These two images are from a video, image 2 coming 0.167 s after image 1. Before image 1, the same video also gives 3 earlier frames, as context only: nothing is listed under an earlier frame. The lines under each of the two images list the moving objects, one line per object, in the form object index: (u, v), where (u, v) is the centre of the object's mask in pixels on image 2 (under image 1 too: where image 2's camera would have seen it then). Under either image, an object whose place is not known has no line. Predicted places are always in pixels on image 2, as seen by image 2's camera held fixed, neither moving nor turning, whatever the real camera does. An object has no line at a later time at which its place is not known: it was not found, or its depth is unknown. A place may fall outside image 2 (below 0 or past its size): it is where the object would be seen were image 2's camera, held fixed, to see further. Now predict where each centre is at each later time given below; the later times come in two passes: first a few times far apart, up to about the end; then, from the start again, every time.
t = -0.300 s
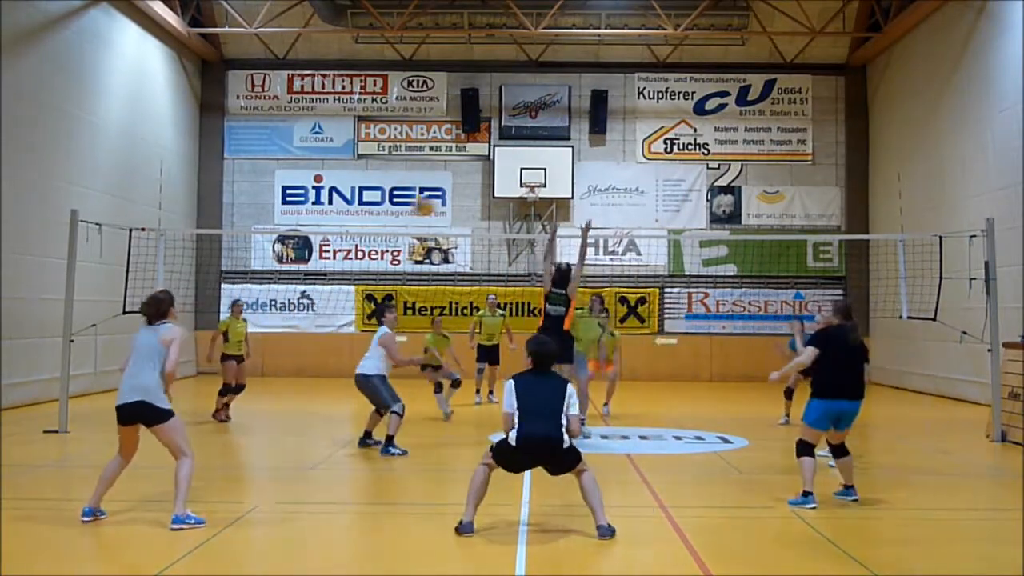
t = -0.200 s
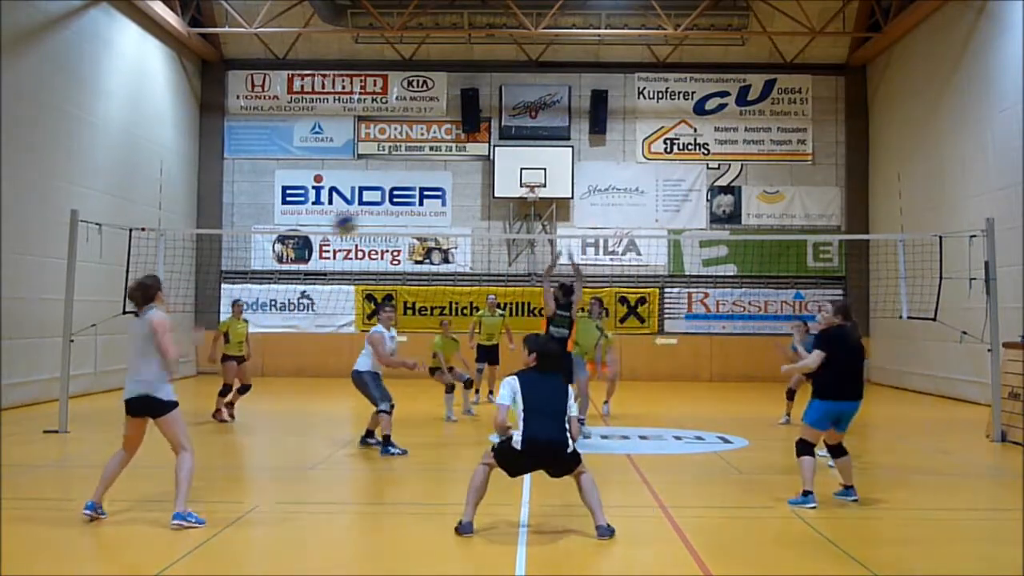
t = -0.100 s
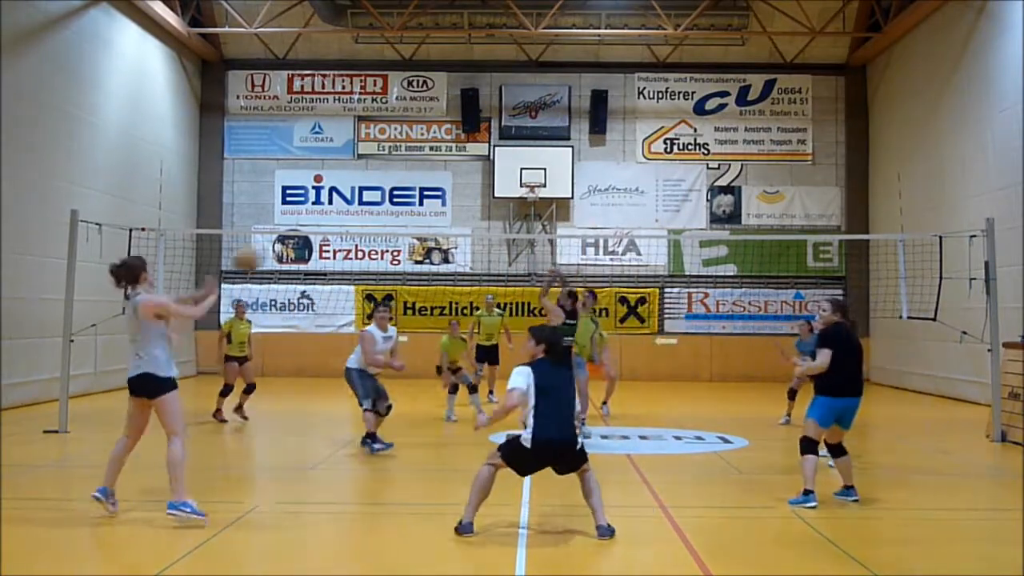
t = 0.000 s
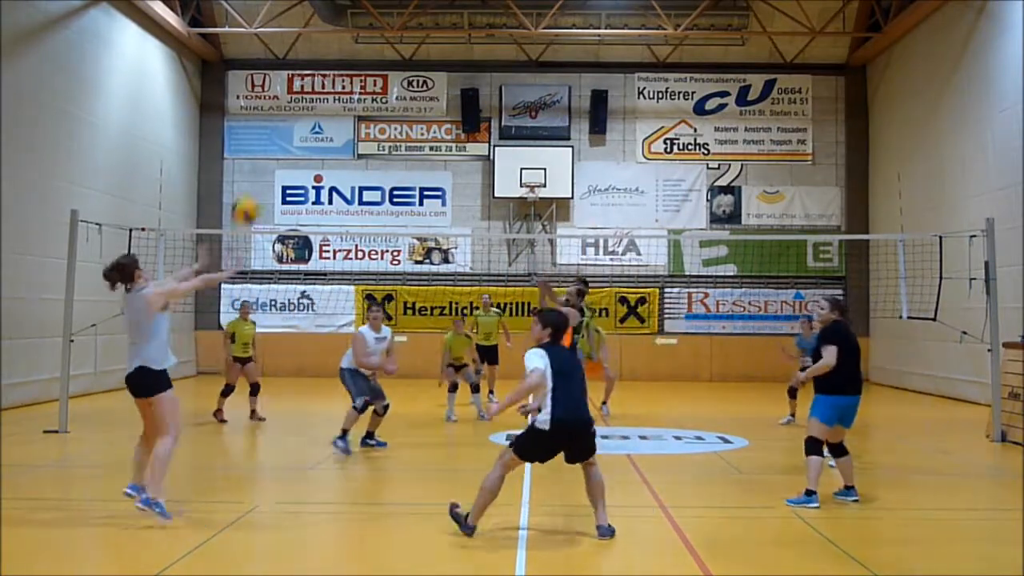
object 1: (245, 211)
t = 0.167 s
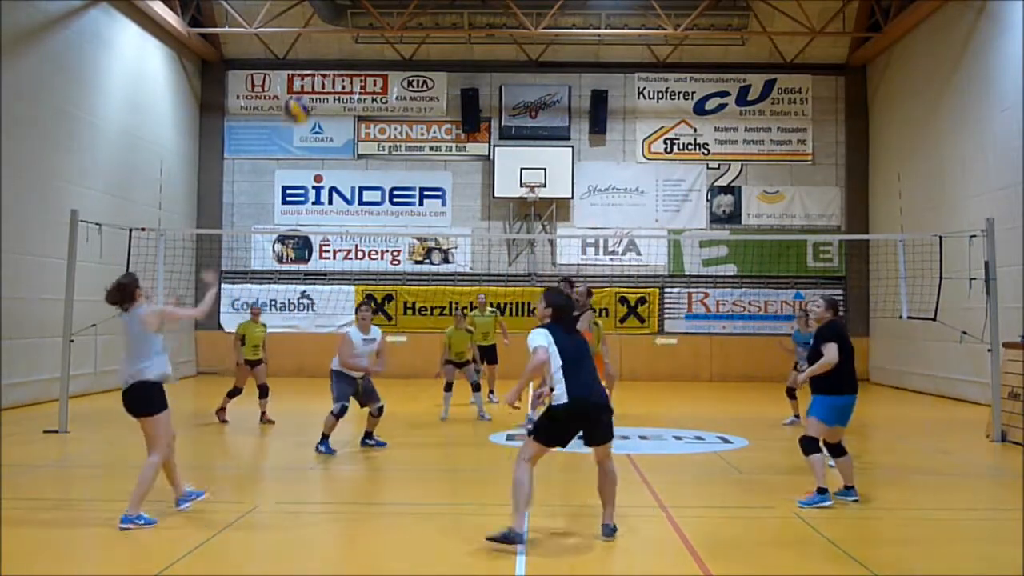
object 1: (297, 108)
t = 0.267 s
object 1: (328, 66)
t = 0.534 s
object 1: (404, 25)
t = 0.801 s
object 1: (478, 74)
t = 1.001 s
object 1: (532, 171)
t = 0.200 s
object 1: (307, 94)
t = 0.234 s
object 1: (318, 79)
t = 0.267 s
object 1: (328, 66)
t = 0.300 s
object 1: (338, 57)
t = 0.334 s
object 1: (348, 48)
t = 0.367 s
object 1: (358, 40)
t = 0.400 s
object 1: (367, 35)
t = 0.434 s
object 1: (376, 30)
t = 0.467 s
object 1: (386, 26)
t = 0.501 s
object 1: (395, 25)
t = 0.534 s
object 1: (404, 25)
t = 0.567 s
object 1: (415, 26)
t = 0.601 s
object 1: (424, 28)
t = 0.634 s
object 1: (434, 32)
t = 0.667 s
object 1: (443, 38)
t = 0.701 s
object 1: (450, 43)
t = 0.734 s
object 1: (461, 51)
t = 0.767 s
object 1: (469, 62)
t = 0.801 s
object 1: (478, 74)
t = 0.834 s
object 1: (489, 87)
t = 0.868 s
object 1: (498, 102)
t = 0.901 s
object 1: (505, 117)
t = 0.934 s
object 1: (513, 133)
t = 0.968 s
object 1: (523, 151)
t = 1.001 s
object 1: (532, 171)
